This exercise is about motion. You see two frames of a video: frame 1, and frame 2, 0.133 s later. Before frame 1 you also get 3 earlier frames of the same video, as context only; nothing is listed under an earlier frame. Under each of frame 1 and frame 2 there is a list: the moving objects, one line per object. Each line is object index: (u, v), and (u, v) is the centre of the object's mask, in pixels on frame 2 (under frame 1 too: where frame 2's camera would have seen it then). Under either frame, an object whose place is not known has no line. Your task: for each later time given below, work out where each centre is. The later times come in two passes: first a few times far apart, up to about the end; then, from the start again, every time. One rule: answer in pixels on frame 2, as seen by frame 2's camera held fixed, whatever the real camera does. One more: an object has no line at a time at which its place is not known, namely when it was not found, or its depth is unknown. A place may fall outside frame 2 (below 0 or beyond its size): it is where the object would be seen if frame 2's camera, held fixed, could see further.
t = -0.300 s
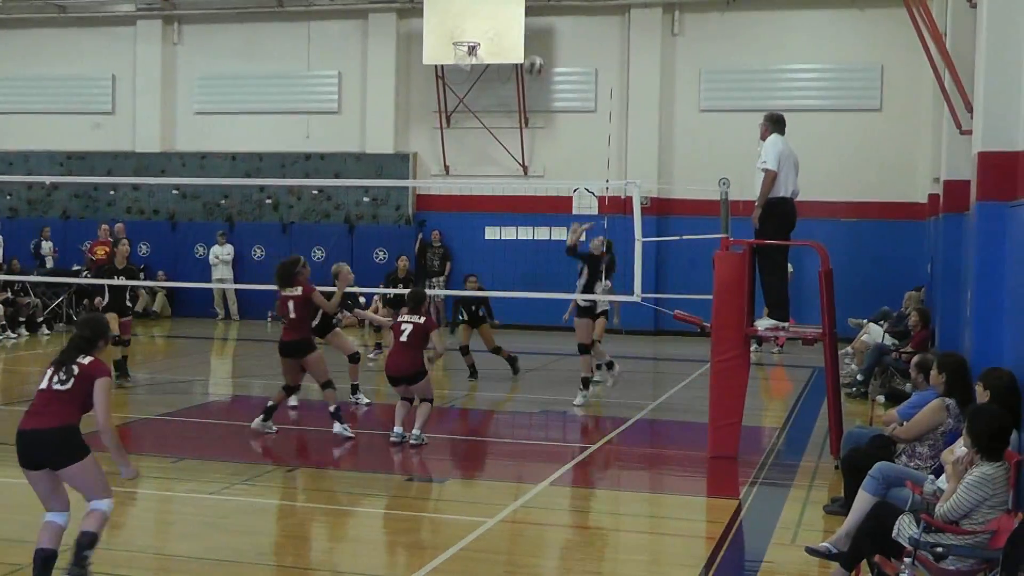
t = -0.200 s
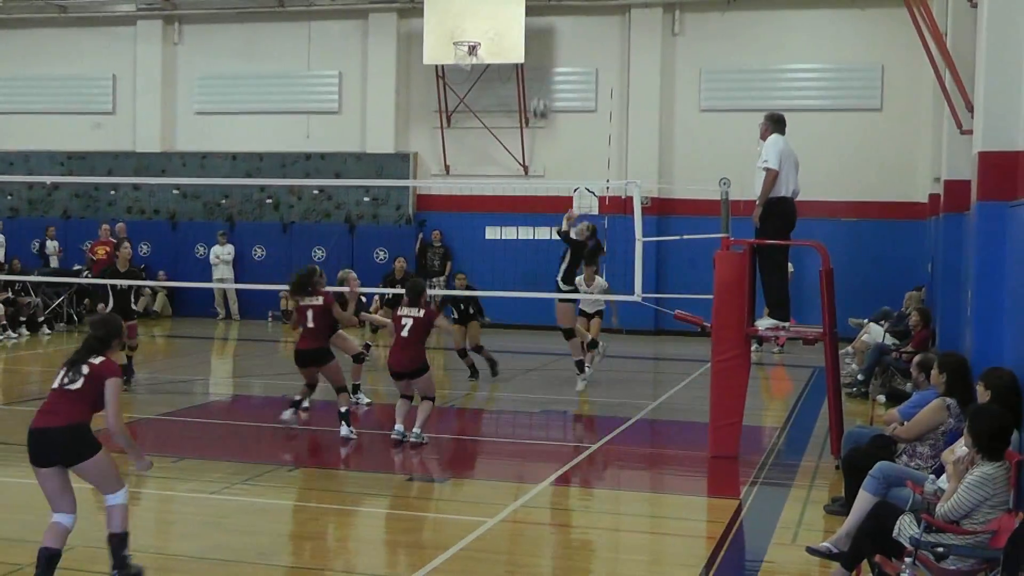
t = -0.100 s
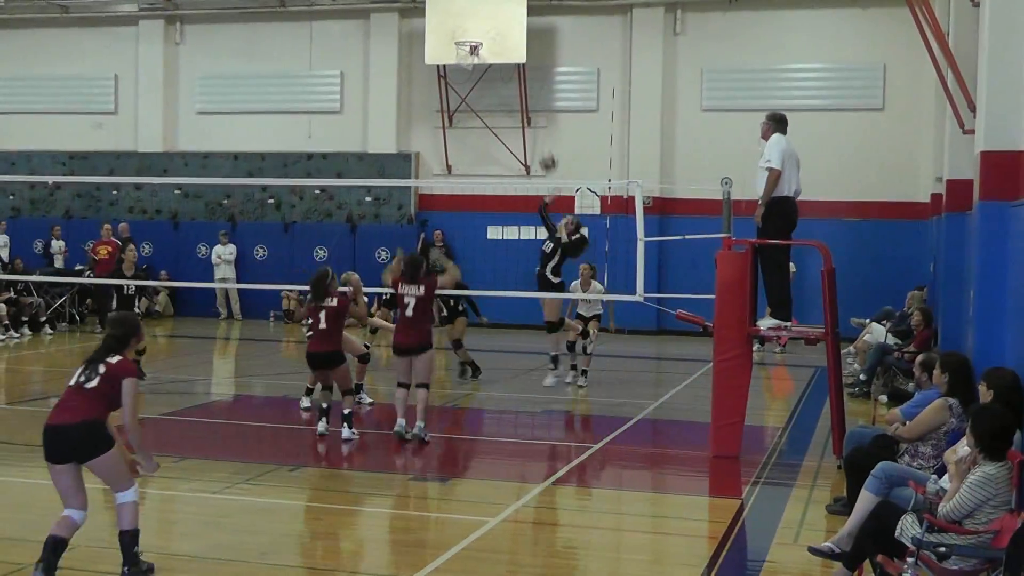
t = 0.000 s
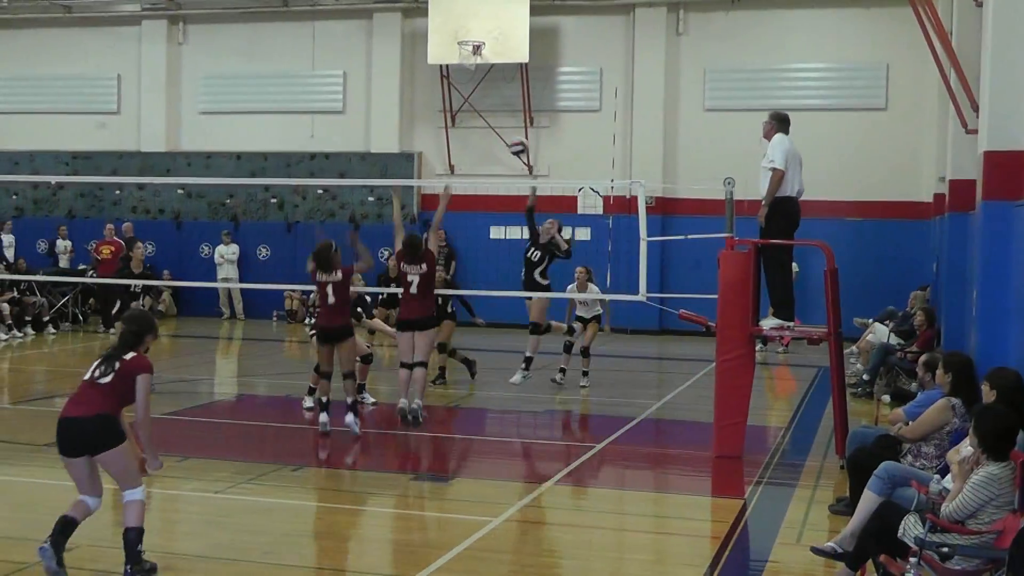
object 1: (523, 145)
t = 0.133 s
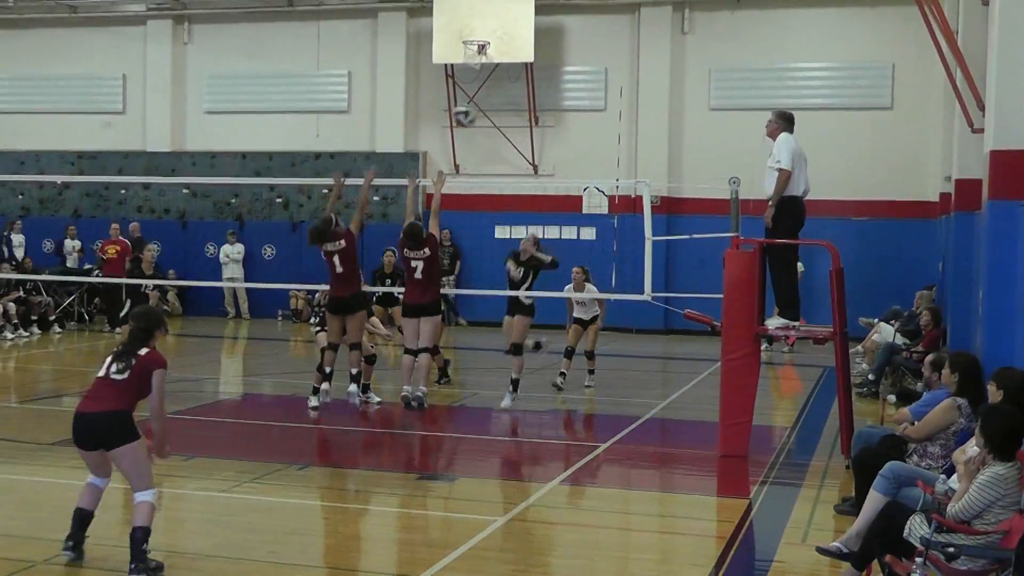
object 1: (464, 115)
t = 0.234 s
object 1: (413, 105)
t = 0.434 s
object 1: (302, 118)
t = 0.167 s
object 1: (448, 110)
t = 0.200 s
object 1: (431, 107)
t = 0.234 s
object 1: (413, 105)
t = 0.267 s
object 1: (396, 103)
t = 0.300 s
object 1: (377, 103)
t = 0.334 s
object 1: (359, 105)
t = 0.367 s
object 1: (340, 108)
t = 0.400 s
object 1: (319, 112)
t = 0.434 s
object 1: (302, 118)
